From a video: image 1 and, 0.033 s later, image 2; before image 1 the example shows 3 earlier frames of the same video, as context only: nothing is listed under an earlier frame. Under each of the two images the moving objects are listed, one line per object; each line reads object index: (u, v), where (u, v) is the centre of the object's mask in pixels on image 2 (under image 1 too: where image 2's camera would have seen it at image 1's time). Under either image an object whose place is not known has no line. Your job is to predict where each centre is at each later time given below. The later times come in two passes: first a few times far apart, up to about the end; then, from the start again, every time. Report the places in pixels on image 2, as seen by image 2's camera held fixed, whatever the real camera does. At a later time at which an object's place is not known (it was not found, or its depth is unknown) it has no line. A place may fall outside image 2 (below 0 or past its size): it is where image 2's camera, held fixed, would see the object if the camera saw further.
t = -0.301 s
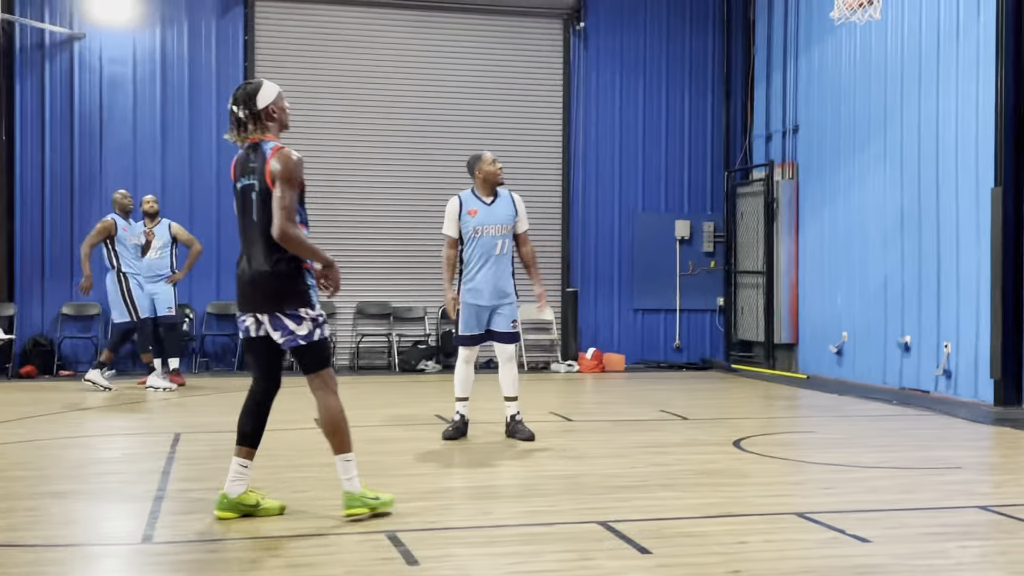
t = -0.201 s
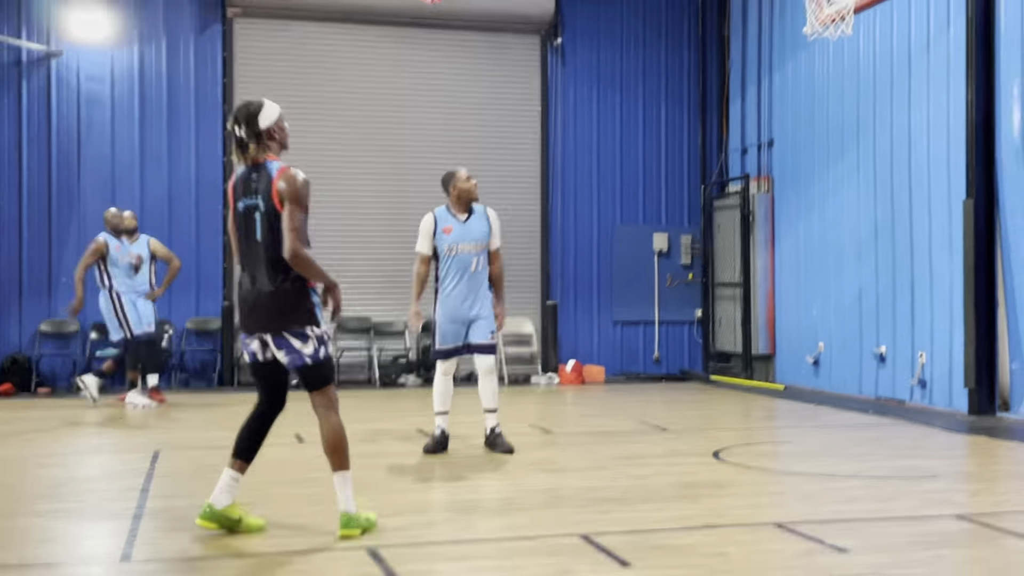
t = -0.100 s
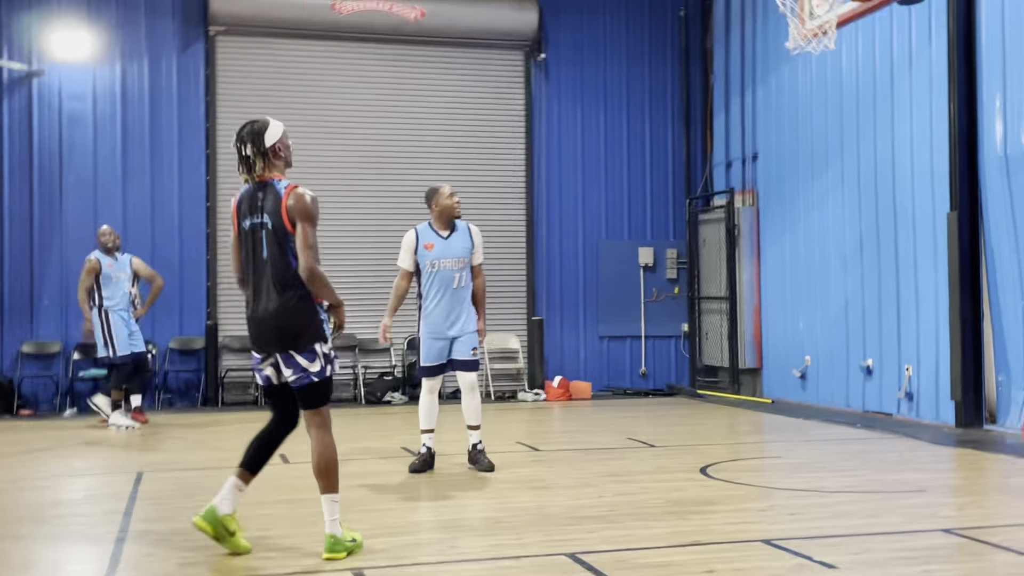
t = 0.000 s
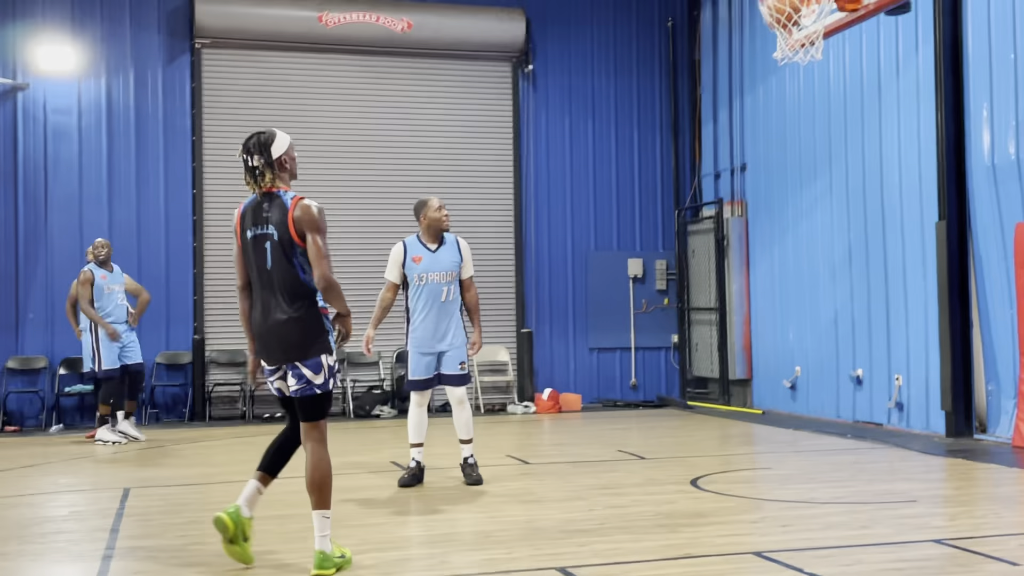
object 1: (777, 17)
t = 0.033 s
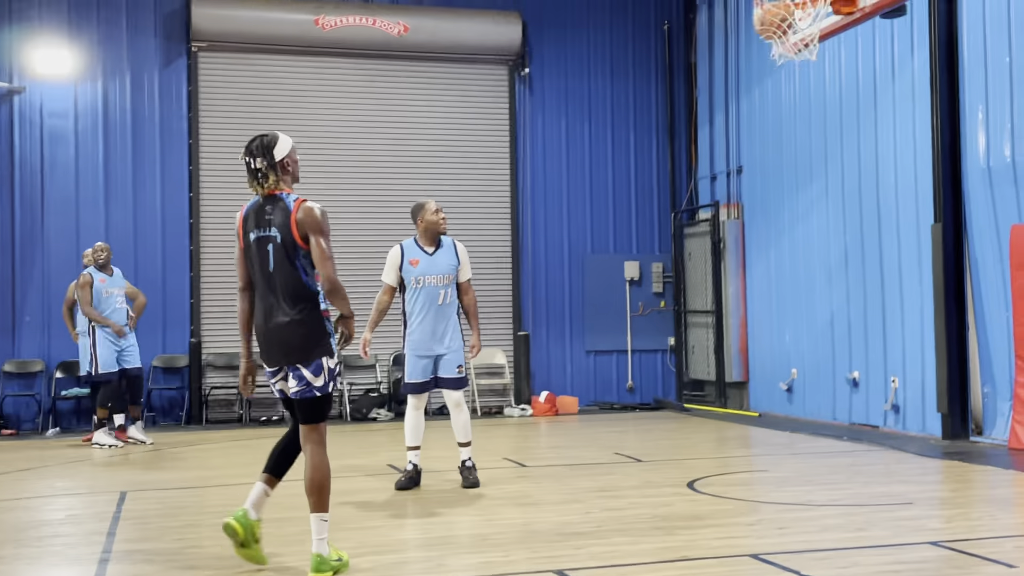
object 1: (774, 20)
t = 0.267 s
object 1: (777, 33)
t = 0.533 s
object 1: (810, 126)
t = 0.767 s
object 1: (843, 301)
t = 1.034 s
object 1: (873, 393)
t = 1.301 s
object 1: (892, 255)
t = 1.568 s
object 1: (915, 232)
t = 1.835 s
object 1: (940, 326)
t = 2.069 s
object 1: (964, 463)
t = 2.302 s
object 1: (981, 355)
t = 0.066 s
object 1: (771, 22)
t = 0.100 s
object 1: (768, 22)
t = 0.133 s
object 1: (769, 22)
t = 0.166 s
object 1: (771, 18)
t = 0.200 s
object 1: (774, 25)
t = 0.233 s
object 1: (775, 29)
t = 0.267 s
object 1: (777, 33)
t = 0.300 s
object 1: (781, 40)
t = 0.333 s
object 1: (785, 48)
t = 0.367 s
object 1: (788, 57)
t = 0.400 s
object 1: (793, 70)
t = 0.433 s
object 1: (797, 79)
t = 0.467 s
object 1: (801, 92)
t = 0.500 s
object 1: (806, 108)
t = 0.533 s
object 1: (810, 126)
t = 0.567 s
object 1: (814, 145)
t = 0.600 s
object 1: (819, 166)
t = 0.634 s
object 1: (824, 189)
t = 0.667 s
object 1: (828, 215)
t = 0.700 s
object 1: (833, 242)
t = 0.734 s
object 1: (838, 270)
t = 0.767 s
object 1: (843, 301)
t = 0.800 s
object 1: (848, 334)
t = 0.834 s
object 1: (852, 369)
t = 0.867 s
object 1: (856, 405)
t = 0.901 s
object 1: (860, 442)
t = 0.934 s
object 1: (866, 476)
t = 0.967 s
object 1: (867, 445)
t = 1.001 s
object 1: (870, 420)
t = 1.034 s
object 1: (873, 393)
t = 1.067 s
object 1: (875, 370)
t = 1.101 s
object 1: (877, 348)
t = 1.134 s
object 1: (879, 328)
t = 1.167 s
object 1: (882, 309)
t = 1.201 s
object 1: (884, 293)
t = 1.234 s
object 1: (886, 279)
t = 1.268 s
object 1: (889, 266)
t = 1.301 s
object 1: (892, 255)
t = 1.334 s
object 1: (895, 246)
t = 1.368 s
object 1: (897, 239)
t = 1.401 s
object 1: (900, 233)
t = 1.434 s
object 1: (903, 230)
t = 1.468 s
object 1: (906, 228)
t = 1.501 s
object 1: (908, 227)
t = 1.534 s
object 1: (911, 229)
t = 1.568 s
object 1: (915, 232)
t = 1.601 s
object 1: (917, 238)
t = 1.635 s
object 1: (921, 245)
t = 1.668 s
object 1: (924, 254)
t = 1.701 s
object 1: (927, 264)
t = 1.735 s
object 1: (930, 277)
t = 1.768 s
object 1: (933, 291)
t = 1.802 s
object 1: (936, 307)
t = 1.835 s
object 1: (940, 326)
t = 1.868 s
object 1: (943, 346)
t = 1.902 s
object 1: (947, 368)
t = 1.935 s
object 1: (950, 392)
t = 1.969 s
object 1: (954, 417)
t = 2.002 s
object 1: (957, 442)
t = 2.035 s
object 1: (962, 474)
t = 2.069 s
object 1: (964, 463)
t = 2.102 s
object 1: (966, 442)
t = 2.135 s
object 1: (967, 423)
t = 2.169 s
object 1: (970, 407)
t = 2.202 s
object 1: (972, 391)
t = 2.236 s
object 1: (975, 377)
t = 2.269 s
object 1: (978, 365)
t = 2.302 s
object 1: (981, 355)
